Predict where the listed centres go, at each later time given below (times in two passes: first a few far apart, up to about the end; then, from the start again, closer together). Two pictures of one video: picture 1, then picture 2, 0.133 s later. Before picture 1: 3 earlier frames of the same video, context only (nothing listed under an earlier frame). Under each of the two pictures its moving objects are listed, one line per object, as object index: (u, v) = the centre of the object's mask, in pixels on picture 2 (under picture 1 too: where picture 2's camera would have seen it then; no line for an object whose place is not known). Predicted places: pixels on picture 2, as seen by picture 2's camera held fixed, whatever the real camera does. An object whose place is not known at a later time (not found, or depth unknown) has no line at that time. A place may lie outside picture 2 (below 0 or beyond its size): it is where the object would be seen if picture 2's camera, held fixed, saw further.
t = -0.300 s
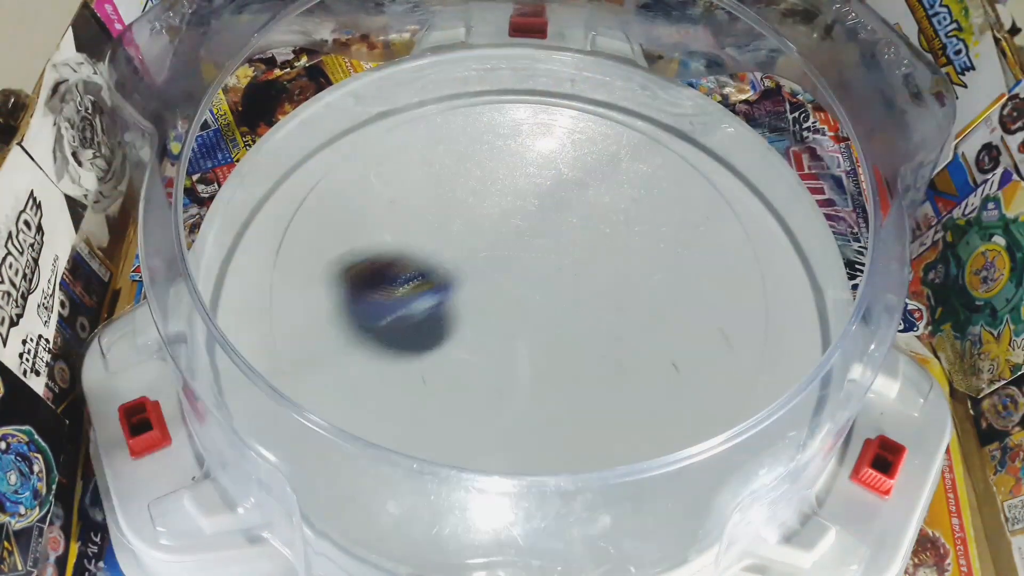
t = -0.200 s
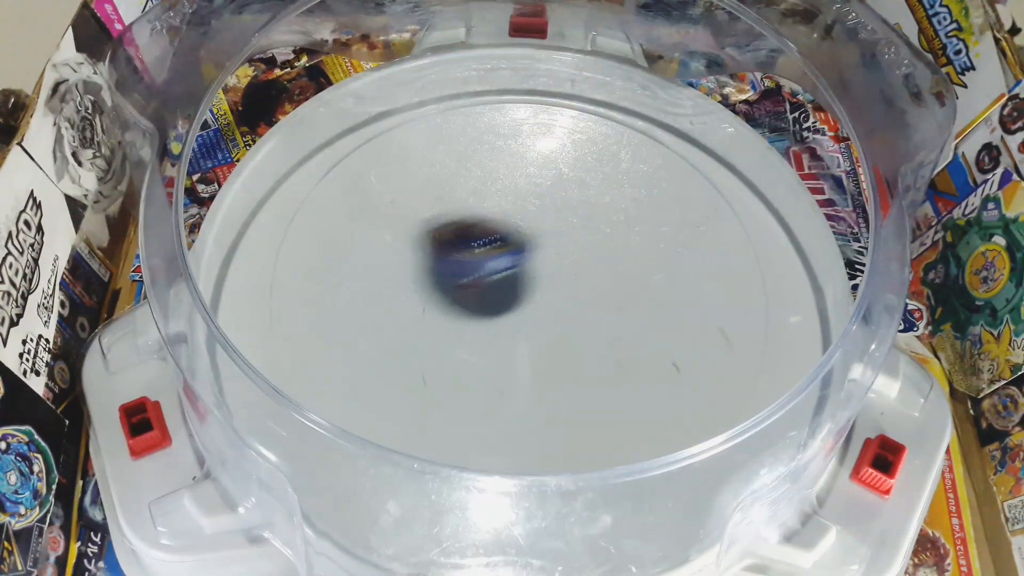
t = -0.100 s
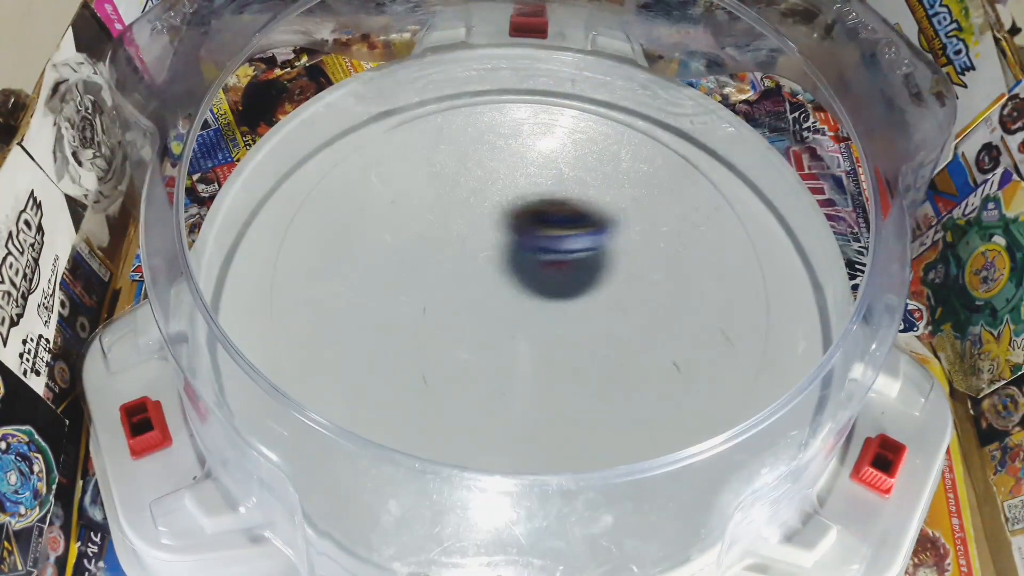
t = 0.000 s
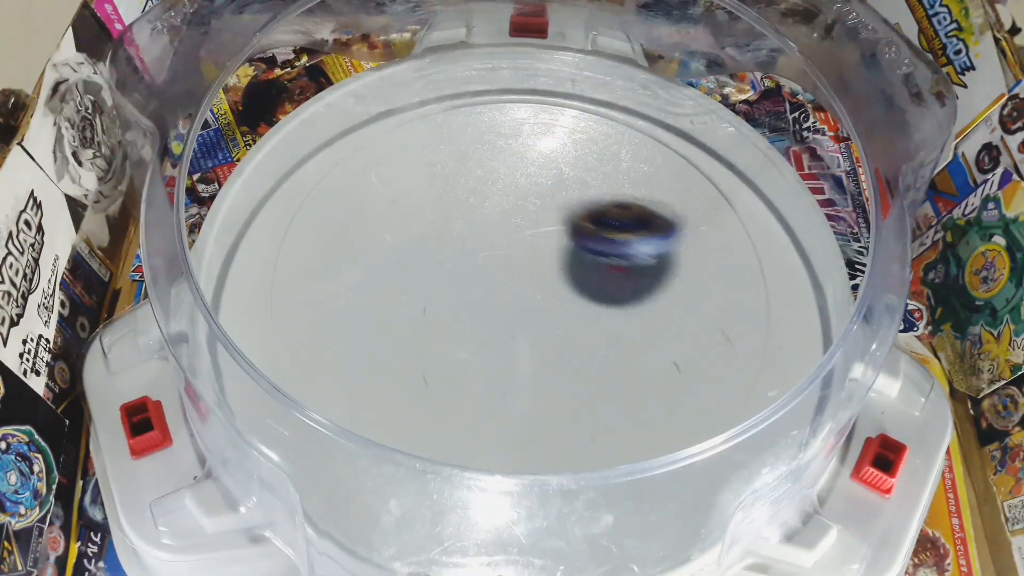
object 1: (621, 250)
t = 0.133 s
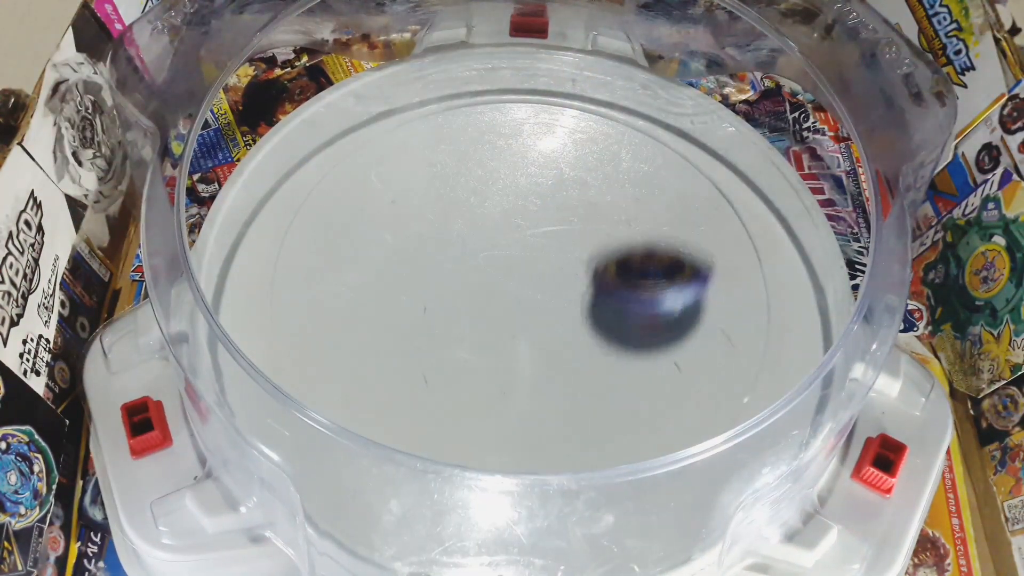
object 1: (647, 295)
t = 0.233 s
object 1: (601, 345)
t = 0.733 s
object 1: (475, 280)
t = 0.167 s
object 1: (641, 312)
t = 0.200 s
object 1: (626, 330)
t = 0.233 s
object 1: (601, 345)
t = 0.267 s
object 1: (569, 358)
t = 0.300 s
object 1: (529, 369)
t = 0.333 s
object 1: (480, 377)
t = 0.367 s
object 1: (425, 384)
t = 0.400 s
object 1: (367, 384)
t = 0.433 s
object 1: (297, 391)
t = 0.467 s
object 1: (267, 382)
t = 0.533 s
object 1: (307, 355)
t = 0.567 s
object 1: (334, 346)
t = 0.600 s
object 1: (367, 333)
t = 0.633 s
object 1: (400, 317)
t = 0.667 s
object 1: (429, 304)
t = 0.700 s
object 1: (455, 291)
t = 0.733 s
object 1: (475, 280)
